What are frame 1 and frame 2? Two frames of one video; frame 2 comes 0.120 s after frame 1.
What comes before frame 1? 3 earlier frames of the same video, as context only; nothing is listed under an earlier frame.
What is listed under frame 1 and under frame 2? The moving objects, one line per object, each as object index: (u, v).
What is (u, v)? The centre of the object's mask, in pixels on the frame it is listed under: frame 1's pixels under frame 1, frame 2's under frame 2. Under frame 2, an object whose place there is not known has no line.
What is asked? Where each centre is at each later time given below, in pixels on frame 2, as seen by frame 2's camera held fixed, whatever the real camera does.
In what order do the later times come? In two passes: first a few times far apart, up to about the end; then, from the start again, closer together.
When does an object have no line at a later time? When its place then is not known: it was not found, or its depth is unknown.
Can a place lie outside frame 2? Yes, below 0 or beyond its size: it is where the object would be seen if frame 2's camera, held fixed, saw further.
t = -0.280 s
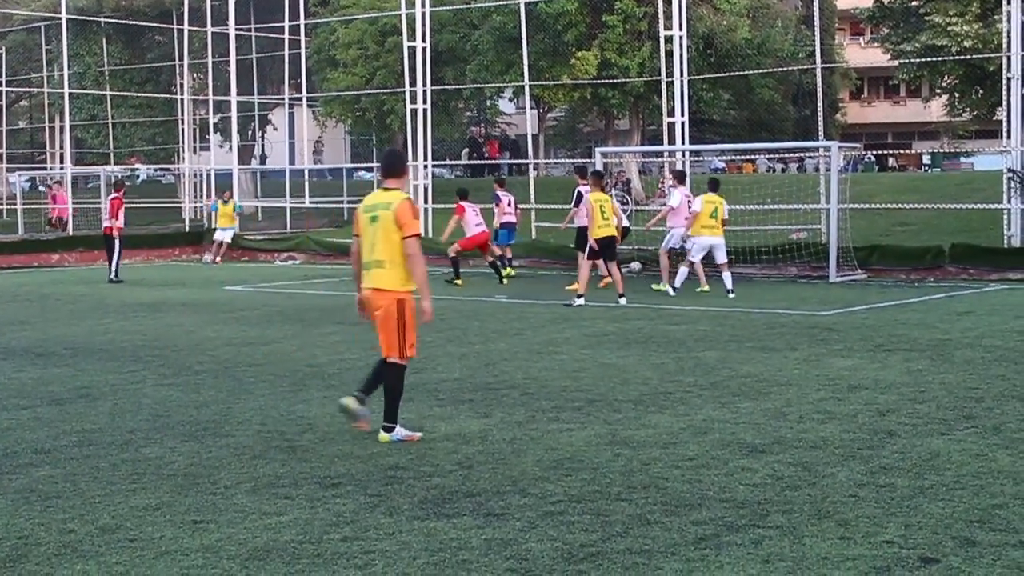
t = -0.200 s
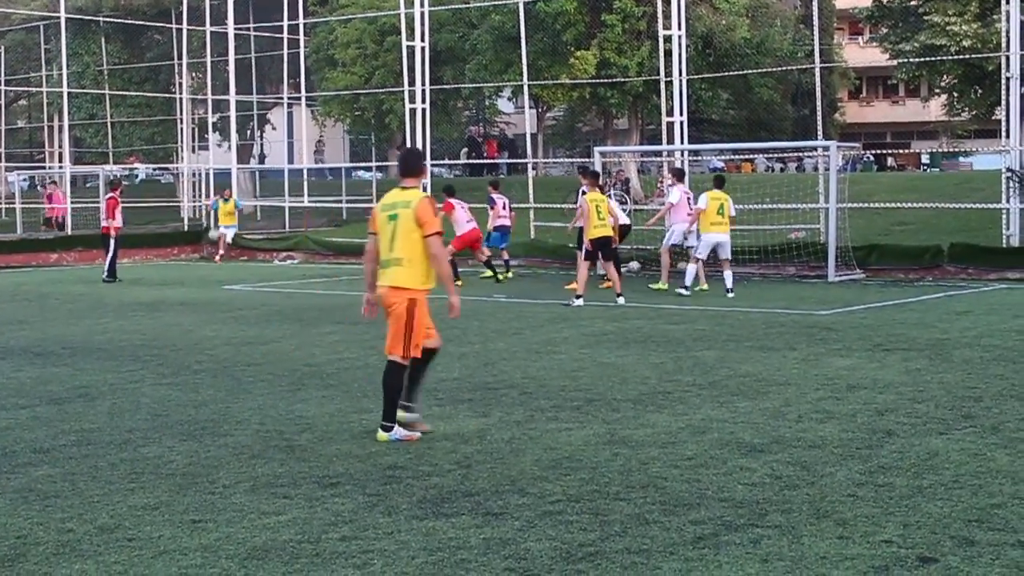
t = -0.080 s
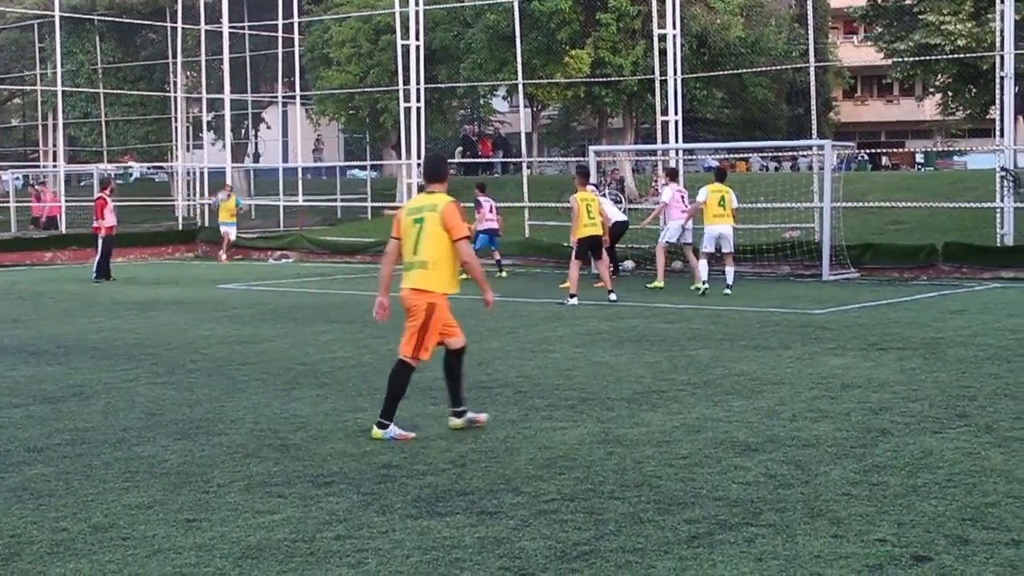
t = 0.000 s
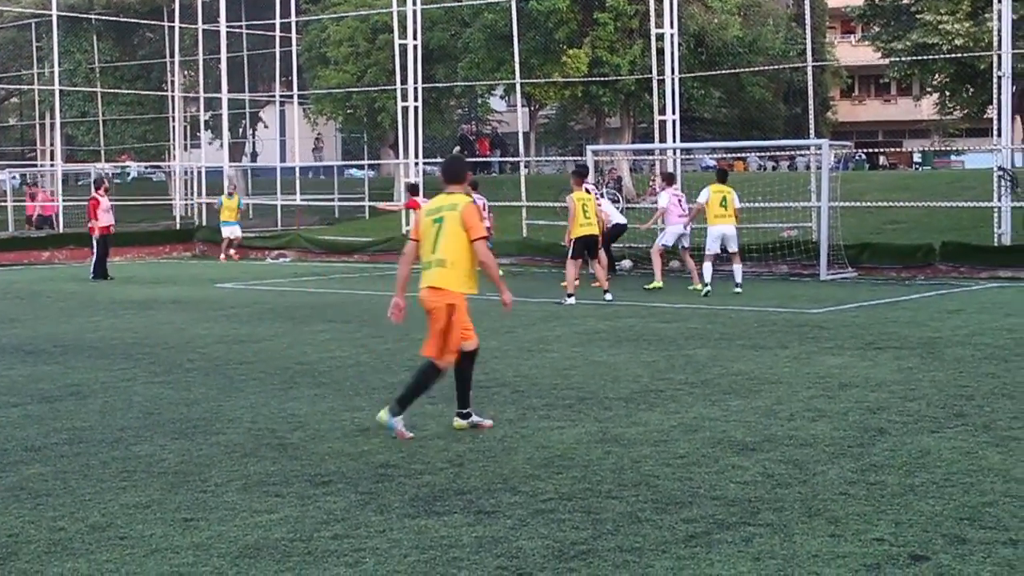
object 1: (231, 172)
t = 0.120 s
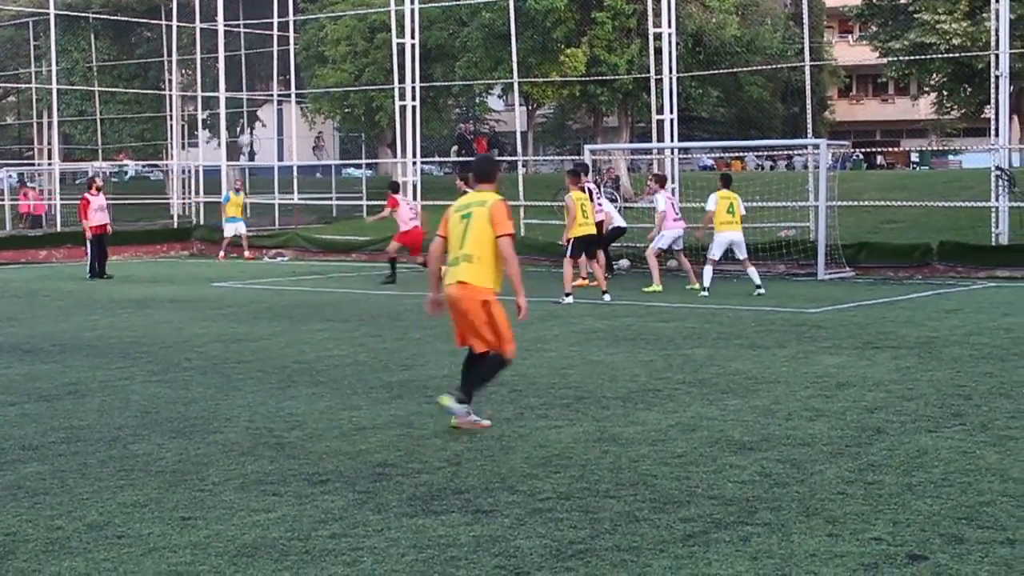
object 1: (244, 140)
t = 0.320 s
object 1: (280, 92)
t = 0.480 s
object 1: (314, 61)
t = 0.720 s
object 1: (379, 36)
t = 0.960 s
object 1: (466, 44)
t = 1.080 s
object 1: (521, 67)
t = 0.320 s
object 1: (280, 92)
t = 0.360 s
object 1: (287, 84)
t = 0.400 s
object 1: (296, 75)
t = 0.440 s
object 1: (305, 68)
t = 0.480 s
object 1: (314, 61)
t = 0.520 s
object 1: (324, 55)
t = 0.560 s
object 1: (334, 49)
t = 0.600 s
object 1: (345, 45)
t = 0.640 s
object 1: (356, 41)
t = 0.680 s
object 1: (367, 38)
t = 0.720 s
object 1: (379, 36)
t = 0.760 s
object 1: (392, 35)
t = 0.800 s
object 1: (405, 35)
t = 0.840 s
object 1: (420, 35)
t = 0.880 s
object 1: (433, 37)
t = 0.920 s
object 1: (450, 40)
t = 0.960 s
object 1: (466, 44)
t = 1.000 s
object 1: (483, 50)
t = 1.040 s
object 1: (501, 57)
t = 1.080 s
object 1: (521, 67)
